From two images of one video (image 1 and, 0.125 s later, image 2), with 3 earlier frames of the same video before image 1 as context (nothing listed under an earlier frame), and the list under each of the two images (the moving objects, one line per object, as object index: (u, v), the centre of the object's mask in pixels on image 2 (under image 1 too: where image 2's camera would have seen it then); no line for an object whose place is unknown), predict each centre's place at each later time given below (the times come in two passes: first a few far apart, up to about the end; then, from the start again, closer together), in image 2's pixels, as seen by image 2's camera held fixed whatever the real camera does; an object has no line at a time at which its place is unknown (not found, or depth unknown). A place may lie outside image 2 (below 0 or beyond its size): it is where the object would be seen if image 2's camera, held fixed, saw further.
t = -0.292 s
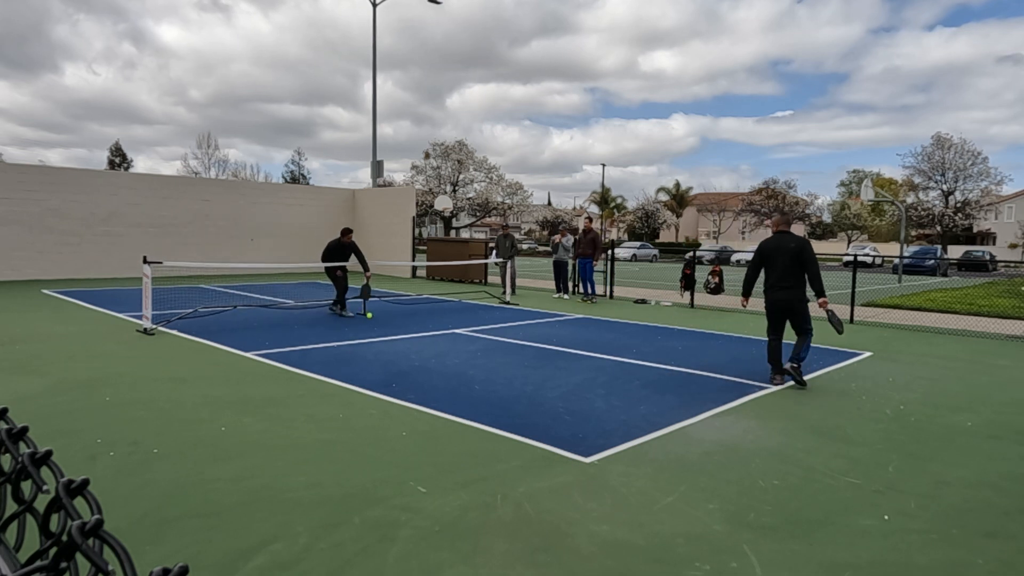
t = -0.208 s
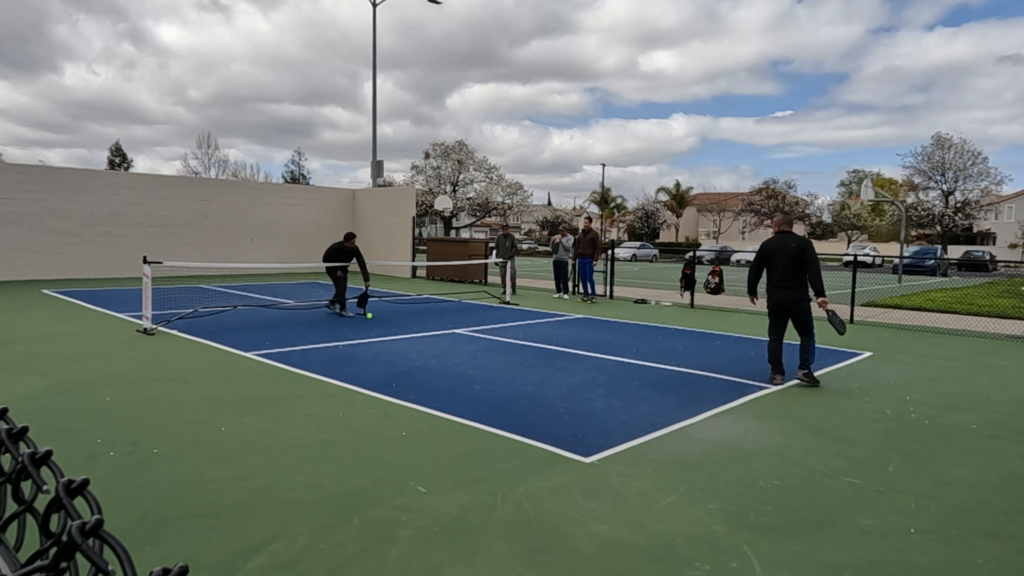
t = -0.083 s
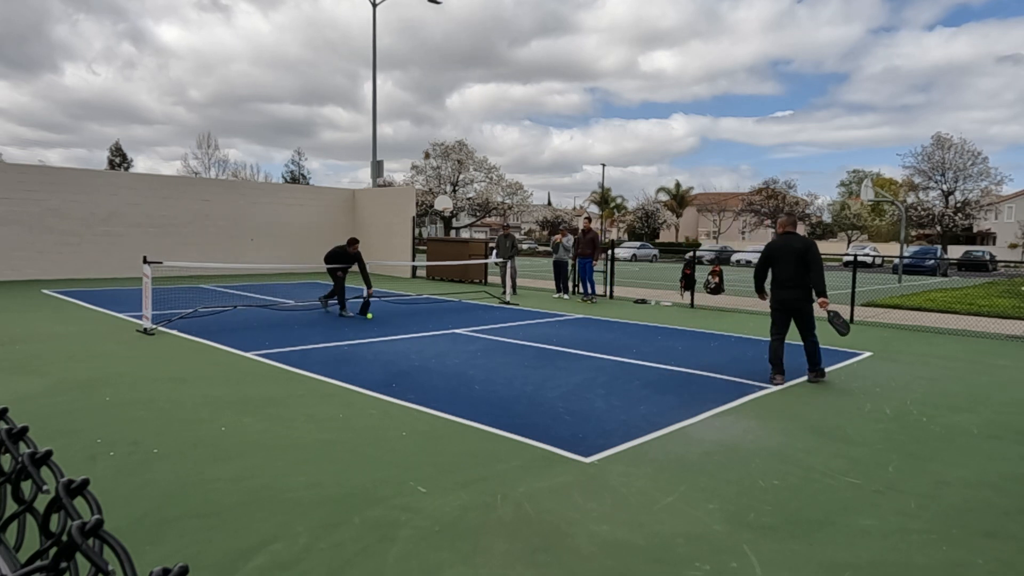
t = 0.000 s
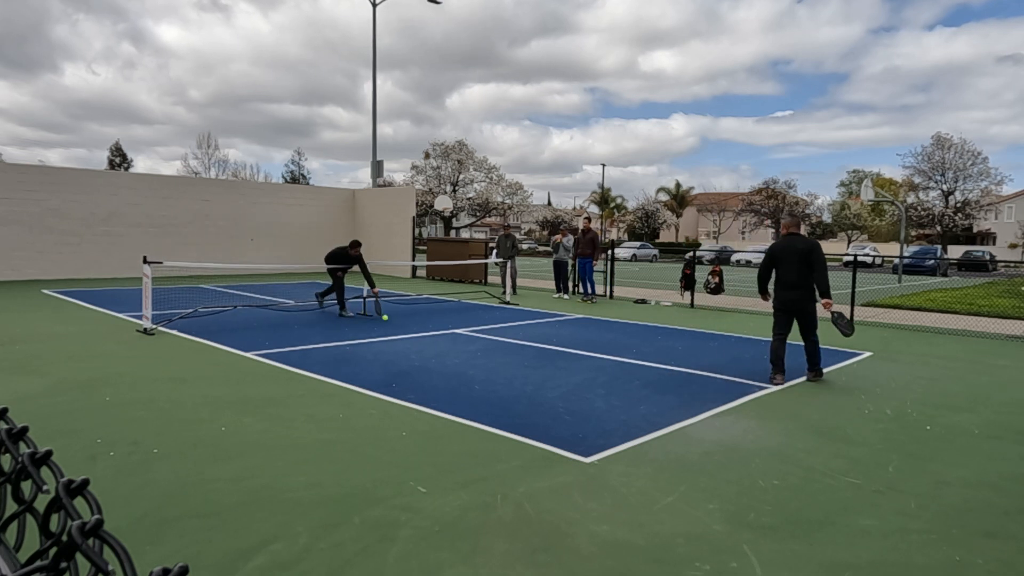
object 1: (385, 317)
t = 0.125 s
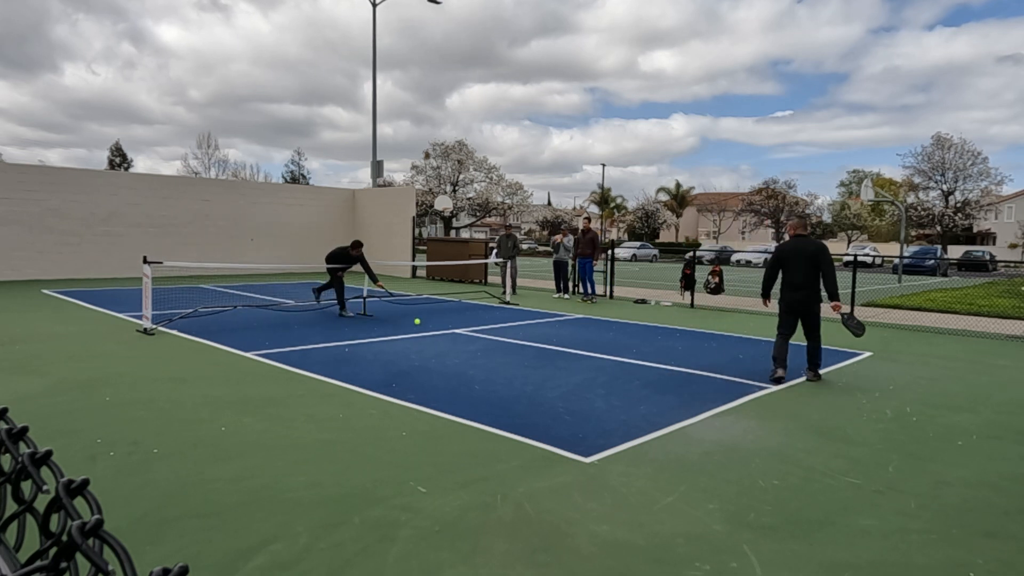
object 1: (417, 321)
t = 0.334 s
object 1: (461, 327)
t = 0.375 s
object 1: (469, 327)
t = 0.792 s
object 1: (545, 336)
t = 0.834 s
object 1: (552, 337)
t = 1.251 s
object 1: (632, 348)
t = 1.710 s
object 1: (722, 361)
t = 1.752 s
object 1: (730, 362)
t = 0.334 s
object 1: (461, 327)
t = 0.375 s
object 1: (469, 327)
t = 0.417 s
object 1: (477, 327)
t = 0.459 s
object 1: (484, 328)
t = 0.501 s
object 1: (492, 330)
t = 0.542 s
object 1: (499, 330)
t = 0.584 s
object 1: (506, 329)
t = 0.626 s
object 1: (514, 331)
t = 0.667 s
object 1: (522, 333)
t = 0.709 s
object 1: (529, 334)
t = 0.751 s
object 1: (537, 334)
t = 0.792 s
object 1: (545, 336)
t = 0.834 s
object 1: (552, 337)
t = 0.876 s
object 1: (560, 338)
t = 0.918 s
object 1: (568, 340)
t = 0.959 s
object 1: (576, 340)
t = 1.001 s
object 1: (584, 342)
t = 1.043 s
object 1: (592, 343)
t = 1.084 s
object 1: (600, 343)
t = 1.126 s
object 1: (608, 345)
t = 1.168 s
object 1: (616, 346)
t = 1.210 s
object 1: (624, 347)
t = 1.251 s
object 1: (632, 348)
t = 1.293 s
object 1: (640, 349)
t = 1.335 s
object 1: (648, 350)
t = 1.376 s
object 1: (656, 351)
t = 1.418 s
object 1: (664, 353)
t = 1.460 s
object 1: (672, 354)
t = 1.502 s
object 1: (680, 355)
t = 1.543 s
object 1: (689, 356)
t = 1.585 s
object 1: (697, 357)
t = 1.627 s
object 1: (705, 358)
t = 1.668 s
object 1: (713, 360)
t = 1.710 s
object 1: (722, 361)
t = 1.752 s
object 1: (730, 362)
